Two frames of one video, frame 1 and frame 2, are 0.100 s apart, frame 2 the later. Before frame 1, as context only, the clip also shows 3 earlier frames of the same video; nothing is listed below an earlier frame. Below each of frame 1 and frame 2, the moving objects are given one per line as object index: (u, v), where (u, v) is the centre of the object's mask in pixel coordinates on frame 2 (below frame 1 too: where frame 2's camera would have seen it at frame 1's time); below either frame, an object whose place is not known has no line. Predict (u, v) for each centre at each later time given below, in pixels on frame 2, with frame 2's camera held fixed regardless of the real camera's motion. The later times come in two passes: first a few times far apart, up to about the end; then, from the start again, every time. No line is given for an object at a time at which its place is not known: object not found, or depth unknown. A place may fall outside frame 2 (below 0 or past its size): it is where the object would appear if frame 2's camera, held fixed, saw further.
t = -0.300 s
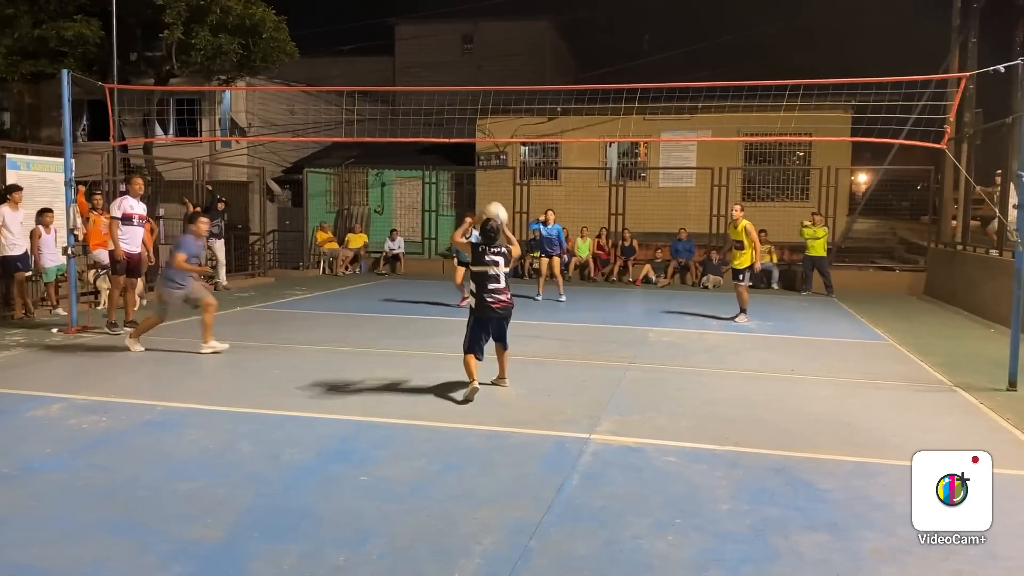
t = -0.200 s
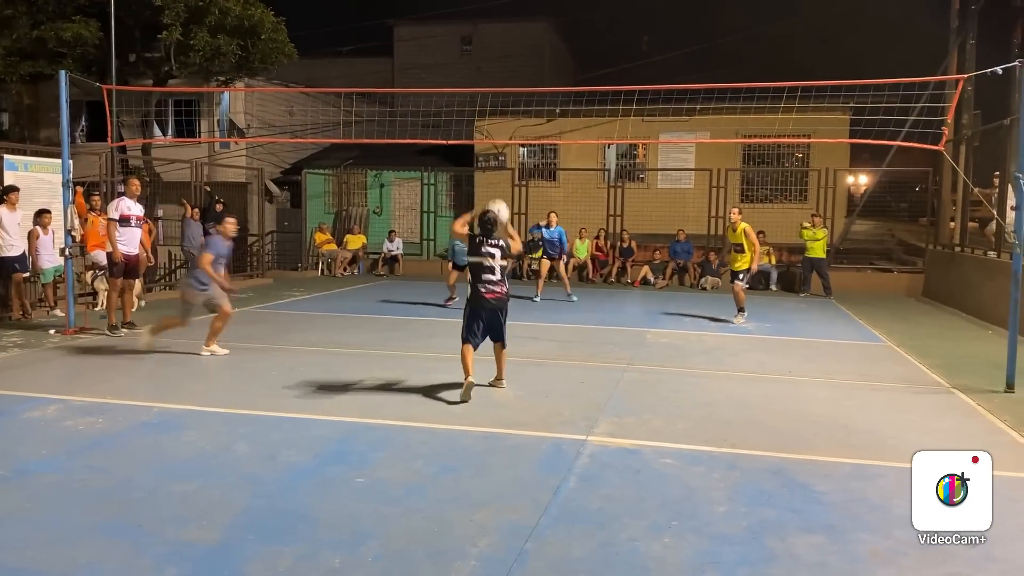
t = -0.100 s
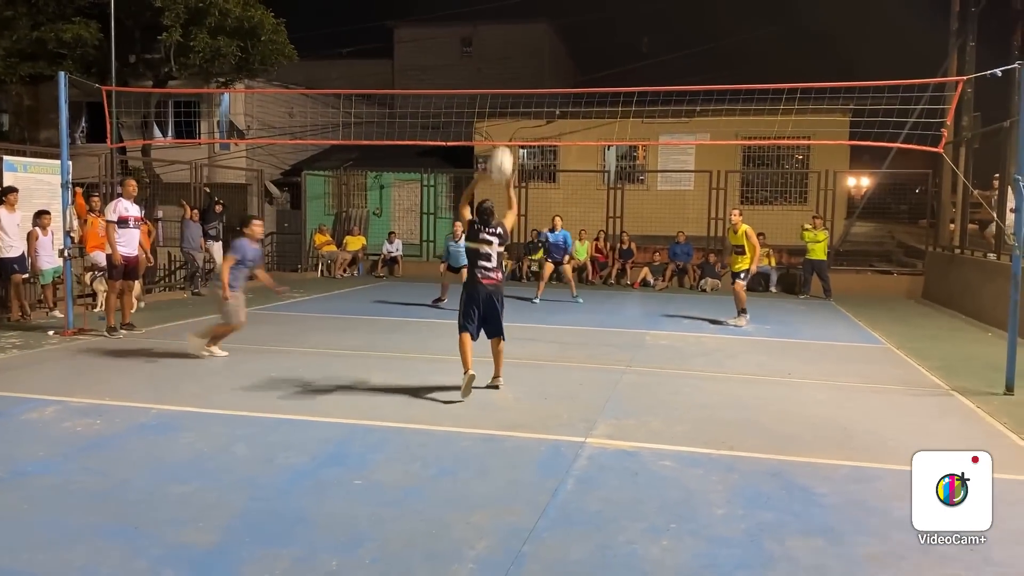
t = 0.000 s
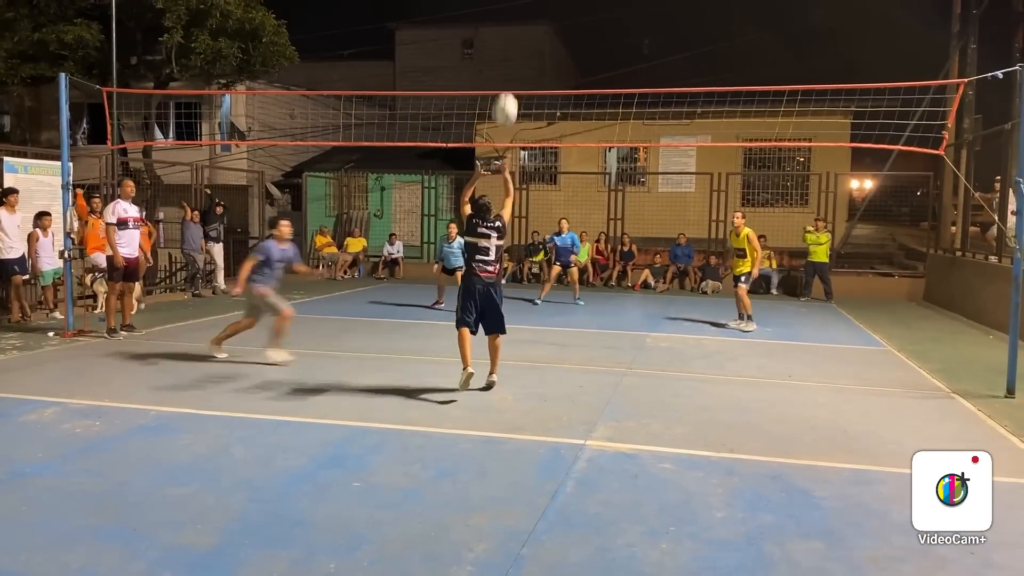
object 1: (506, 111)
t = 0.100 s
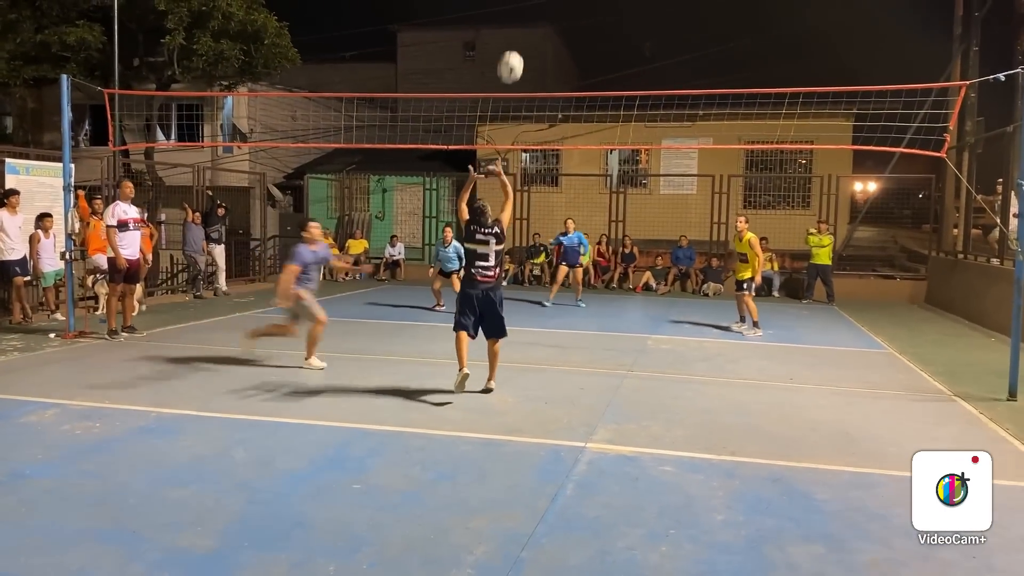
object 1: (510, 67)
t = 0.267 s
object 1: (517, 19)
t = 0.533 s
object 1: (526, 9)
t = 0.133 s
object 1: (512, 55)
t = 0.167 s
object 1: (513, 44)
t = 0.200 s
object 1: (514, 35)
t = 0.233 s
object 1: (515, 26)
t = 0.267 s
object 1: (517, 19)
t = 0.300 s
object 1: (518, 13)
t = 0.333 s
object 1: (519, 9)
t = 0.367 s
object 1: (520, 7)
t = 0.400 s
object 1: (521, 5)
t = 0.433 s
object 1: (522, 5)
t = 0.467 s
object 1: (523, 5)
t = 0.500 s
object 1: (524, 6)
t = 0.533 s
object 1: (526, 9)
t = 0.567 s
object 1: (527, 13)
